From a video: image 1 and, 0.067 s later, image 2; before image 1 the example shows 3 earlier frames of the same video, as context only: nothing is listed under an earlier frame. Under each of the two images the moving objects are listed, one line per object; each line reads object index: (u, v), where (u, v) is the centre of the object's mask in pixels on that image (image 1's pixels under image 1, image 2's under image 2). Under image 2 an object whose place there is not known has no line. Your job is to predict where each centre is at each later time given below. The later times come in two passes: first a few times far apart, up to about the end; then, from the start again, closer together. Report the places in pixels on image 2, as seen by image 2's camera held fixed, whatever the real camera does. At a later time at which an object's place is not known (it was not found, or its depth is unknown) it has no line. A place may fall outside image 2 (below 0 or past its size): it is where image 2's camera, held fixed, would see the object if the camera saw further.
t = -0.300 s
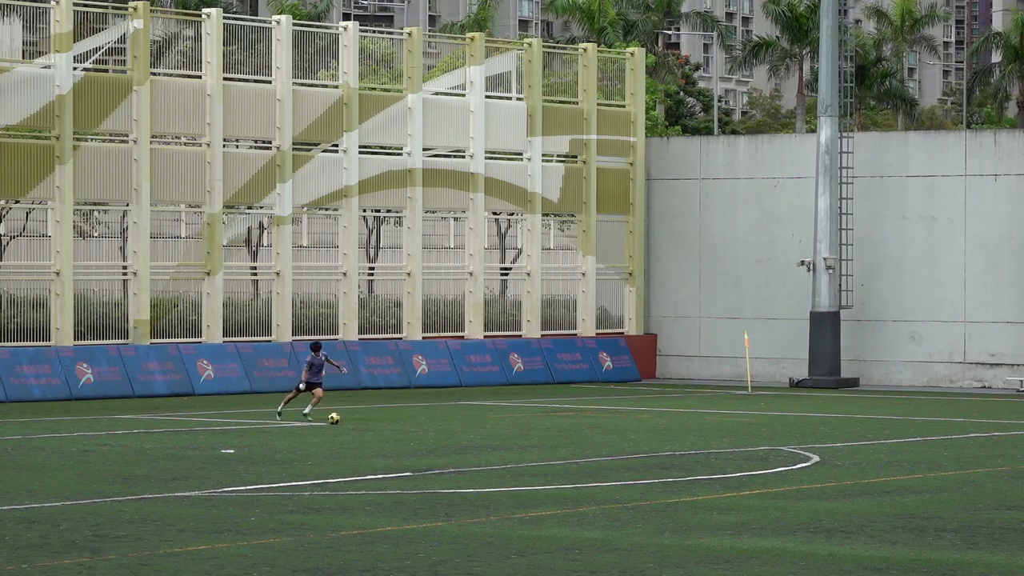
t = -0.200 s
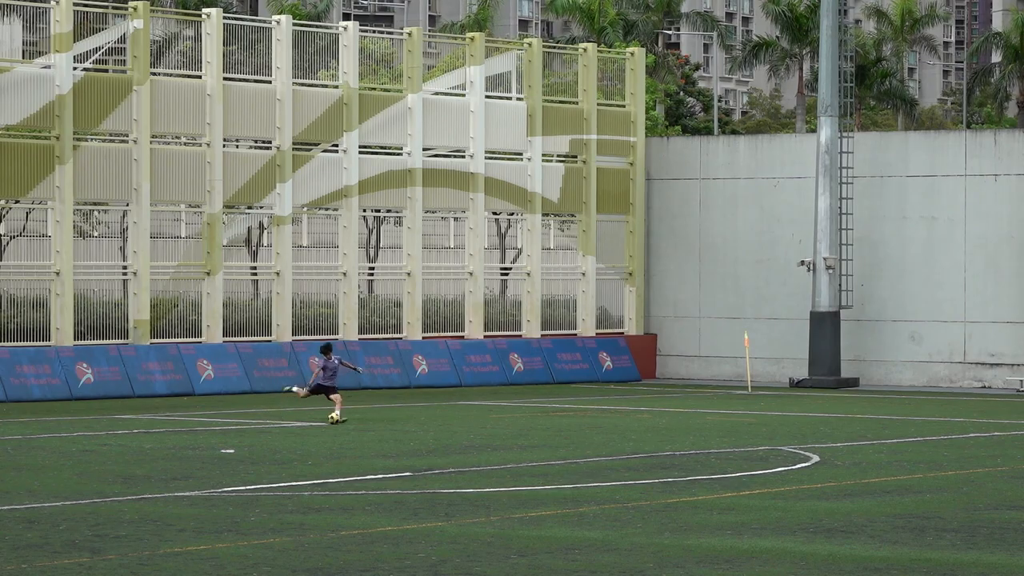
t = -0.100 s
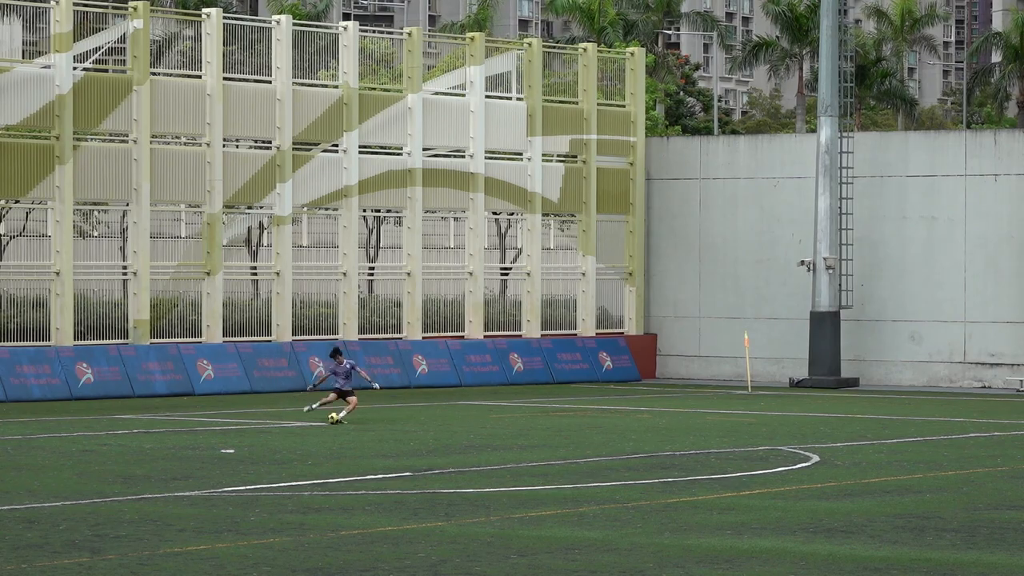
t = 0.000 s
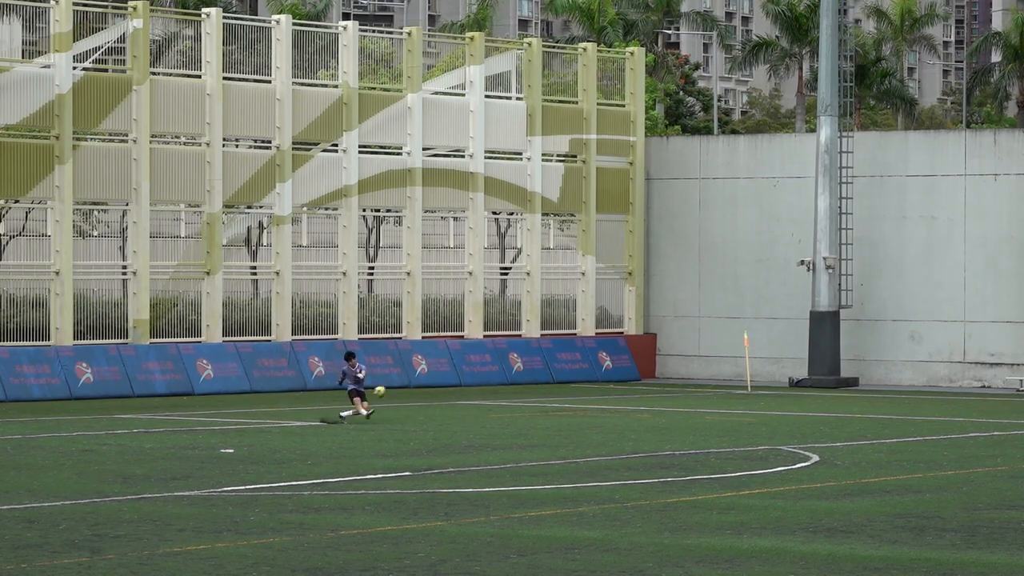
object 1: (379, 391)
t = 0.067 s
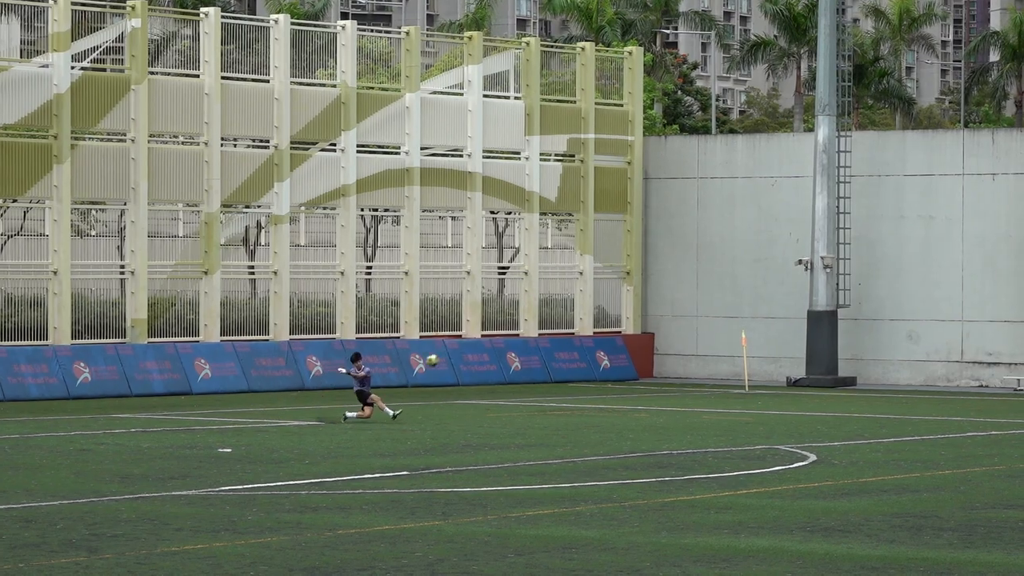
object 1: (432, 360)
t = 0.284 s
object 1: (611, 267)
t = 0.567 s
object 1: (845, 160)
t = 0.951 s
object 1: (1193, 64)
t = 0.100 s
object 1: (459, 345)
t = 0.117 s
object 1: (473, 338)
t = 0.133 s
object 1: (487, 330)
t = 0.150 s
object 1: (501, 323)
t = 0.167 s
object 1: (514, 315)
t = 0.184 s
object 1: (528, 309)
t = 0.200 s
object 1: (542, 301)
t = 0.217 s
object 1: (555, 294)
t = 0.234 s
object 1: (569, 288)
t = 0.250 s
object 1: (583, 281)
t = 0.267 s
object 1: (596, 274)
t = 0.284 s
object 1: (611, 267)
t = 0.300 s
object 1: (624, 260)
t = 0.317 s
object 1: (638, 253)
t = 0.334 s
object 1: (652, 247)
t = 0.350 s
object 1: (666, 240)
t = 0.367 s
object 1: (680, 234)
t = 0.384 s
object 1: (694, 227)
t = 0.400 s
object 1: (708, 221)
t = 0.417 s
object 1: (722, 214)
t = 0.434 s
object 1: (735, 208)
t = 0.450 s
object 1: (749, 201)
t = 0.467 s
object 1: (763, 196)
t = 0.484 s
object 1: (776, 190)
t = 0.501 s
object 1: (790, 184)
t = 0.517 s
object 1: (804, 178)
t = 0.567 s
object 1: (845, 160)
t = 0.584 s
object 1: (859, 155)
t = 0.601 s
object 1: (874, 150)
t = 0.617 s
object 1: (888, 145)
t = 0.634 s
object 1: (903, 140)
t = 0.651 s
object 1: (917, 136)
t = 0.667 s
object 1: (932, 131)
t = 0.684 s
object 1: (947, 126)
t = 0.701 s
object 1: (962, 121)
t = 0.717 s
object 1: (977, 117)
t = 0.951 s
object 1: (1193, 64)
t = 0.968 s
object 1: (1209, 60)
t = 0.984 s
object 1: (1225, 57)
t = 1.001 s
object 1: (1240, 54)
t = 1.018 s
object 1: (1257, 52)
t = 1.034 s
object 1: (1273, 49)
